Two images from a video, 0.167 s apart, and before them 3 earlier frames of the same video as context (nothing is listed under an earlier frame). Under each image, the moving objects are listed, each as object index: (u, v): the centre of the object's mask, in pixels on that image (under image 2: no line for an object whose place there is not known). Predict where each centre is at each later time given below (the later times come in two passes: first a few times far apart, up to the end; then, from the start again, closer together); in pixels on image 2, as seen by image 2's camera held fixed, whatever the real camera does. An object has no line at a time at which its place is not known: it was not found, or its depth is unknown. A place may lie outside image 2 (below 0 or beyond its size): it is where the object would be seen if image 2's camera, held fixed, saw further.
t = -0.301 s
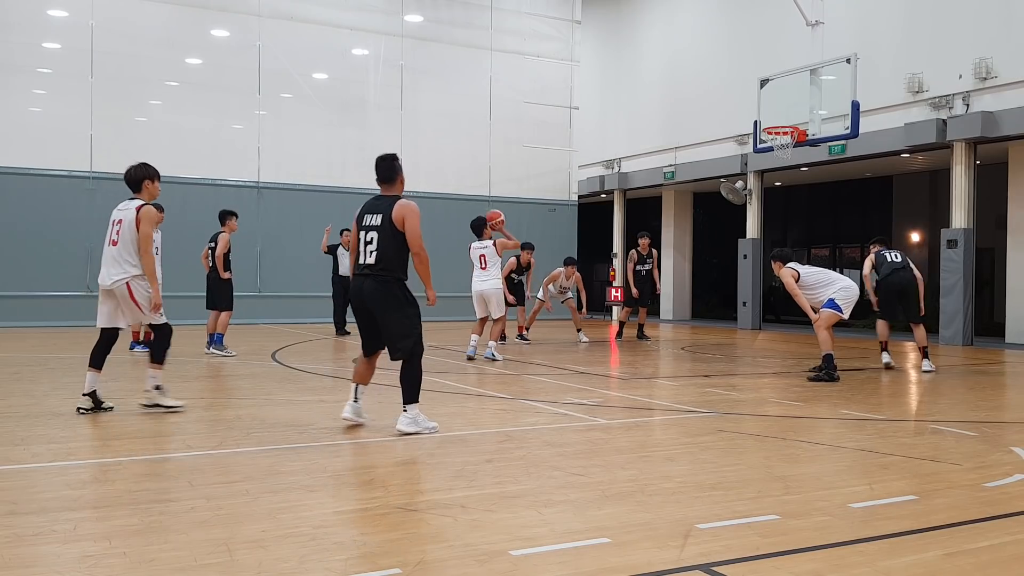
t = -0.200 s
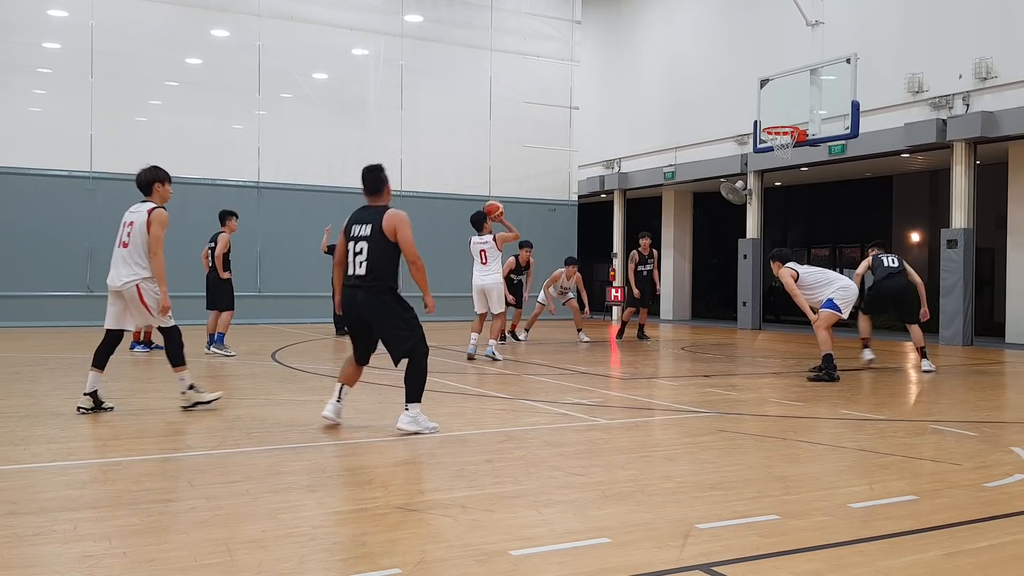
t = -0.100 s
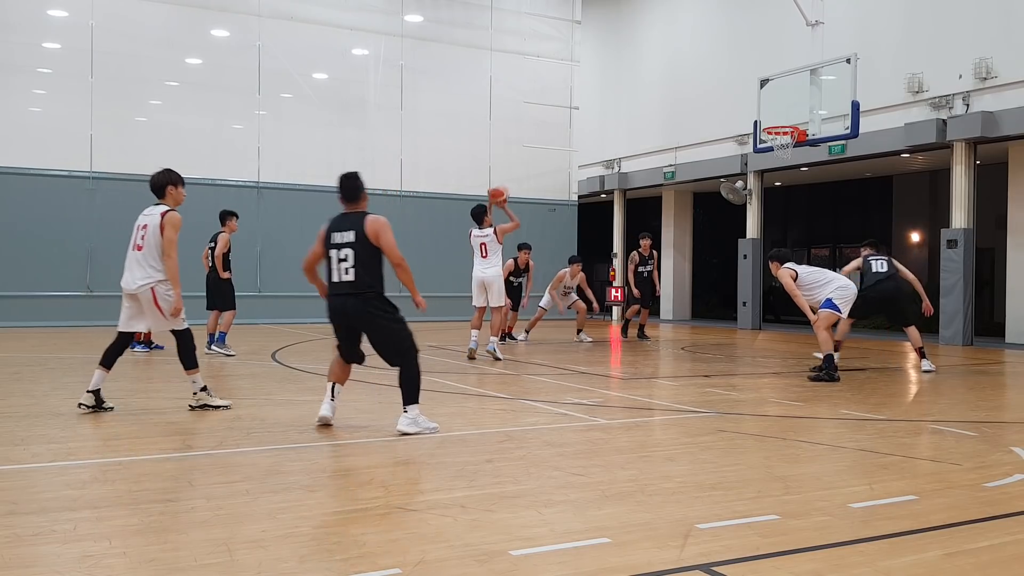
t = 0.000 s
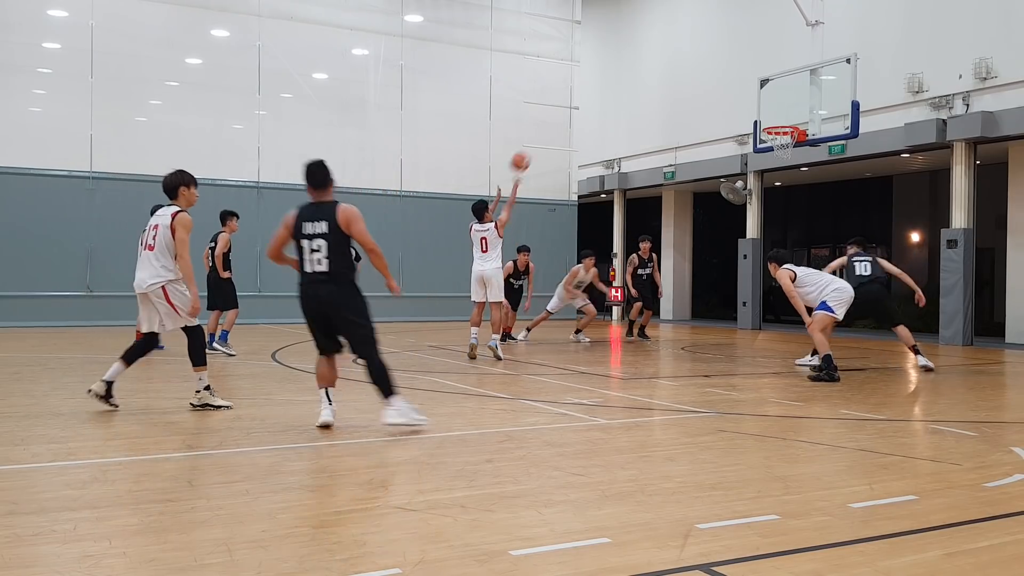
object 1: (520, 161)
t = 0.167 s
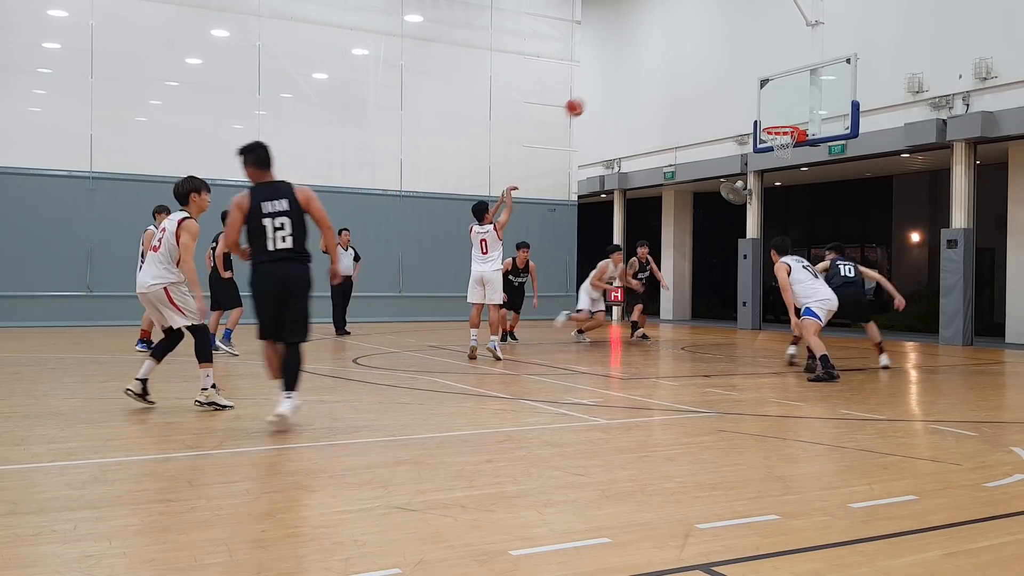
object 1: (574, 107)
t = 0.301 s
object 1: (616, 80)
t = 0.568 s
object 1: (693, 68)
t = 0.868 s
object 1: (772, 115)
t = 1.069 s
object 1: (775, 168)
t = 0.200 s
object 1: (585, 98)
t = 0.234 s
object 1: (596, 91)
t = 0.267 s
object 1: (606, 85)
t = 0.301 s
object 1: (616, 80)
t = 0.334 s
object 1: (626, 76)
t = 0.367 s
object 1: (635, 72)
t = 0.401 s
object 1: (646, 69)
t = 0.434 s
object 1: (655, 67)
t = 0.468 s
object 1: (664, 66)
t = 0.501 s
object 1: (674, 66)
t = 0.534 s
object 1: (683, 66)
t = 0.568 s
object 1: (693, 68)
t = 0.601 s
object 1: (702, 70)
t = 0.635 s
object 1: (711, 73)
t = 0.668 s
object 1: (720, 77)
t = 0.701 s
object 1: (729, 81)
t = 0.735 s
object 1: (738, 86)
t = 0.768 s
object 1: (746, 93)
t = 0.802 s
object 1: (755, 100)
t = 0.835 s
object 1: (763, 106)
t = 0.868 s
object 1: (772, 115)
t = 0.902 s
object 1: (781, 121)
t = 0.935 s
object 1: (787, 133)
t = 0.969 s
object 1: (786, 142)
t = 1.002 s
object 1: (781, 152)
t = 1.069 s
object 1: (775, 168)
